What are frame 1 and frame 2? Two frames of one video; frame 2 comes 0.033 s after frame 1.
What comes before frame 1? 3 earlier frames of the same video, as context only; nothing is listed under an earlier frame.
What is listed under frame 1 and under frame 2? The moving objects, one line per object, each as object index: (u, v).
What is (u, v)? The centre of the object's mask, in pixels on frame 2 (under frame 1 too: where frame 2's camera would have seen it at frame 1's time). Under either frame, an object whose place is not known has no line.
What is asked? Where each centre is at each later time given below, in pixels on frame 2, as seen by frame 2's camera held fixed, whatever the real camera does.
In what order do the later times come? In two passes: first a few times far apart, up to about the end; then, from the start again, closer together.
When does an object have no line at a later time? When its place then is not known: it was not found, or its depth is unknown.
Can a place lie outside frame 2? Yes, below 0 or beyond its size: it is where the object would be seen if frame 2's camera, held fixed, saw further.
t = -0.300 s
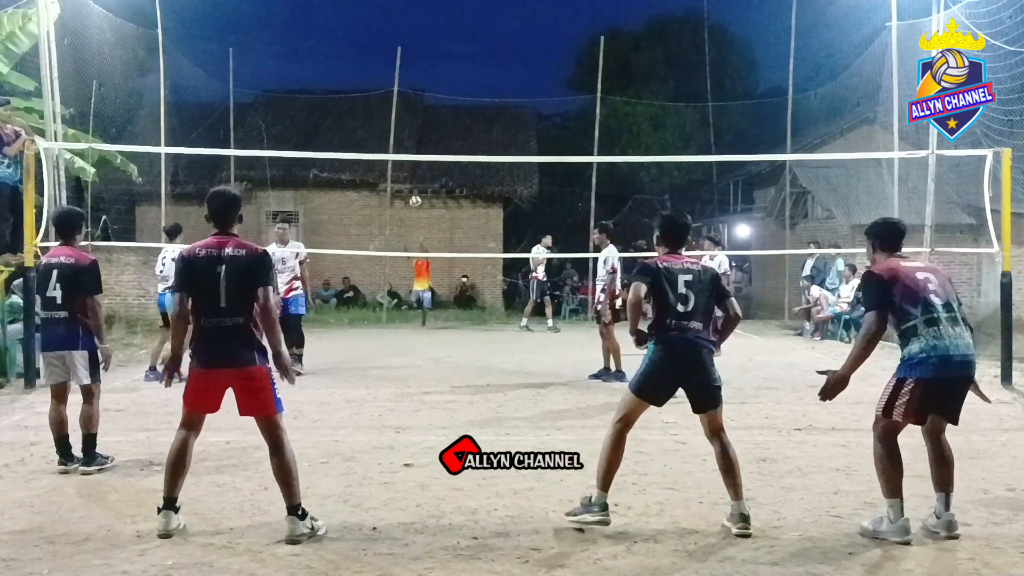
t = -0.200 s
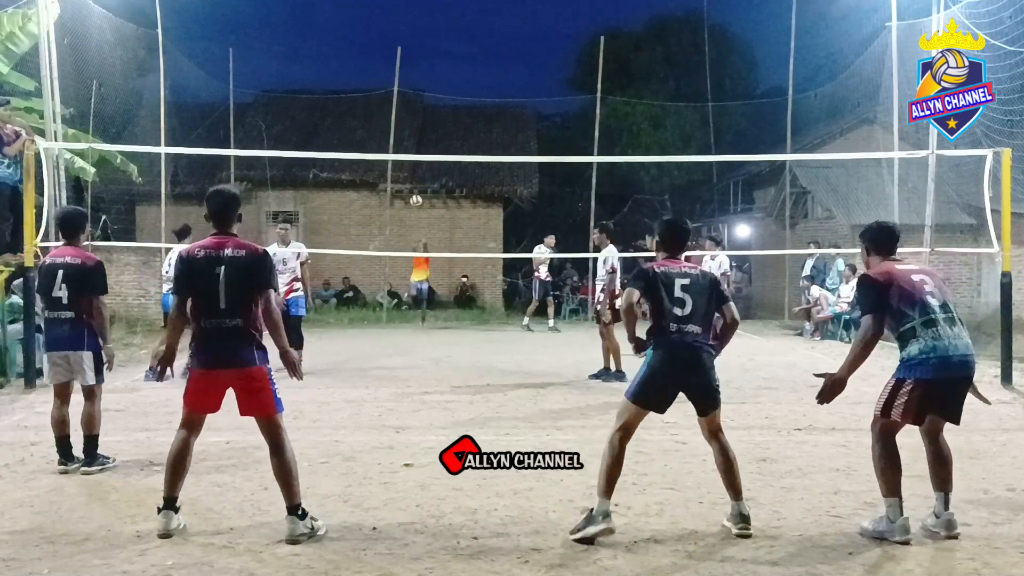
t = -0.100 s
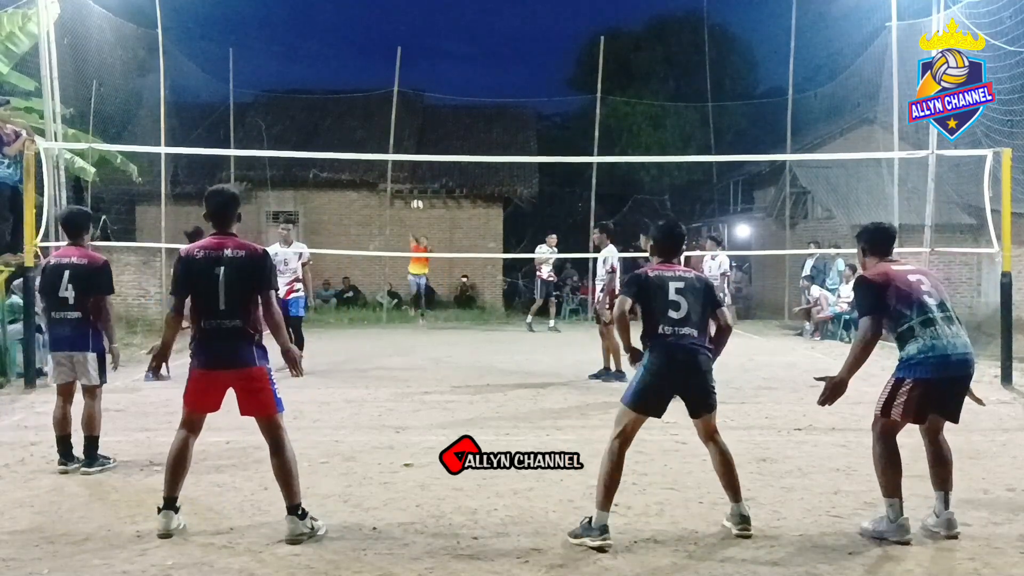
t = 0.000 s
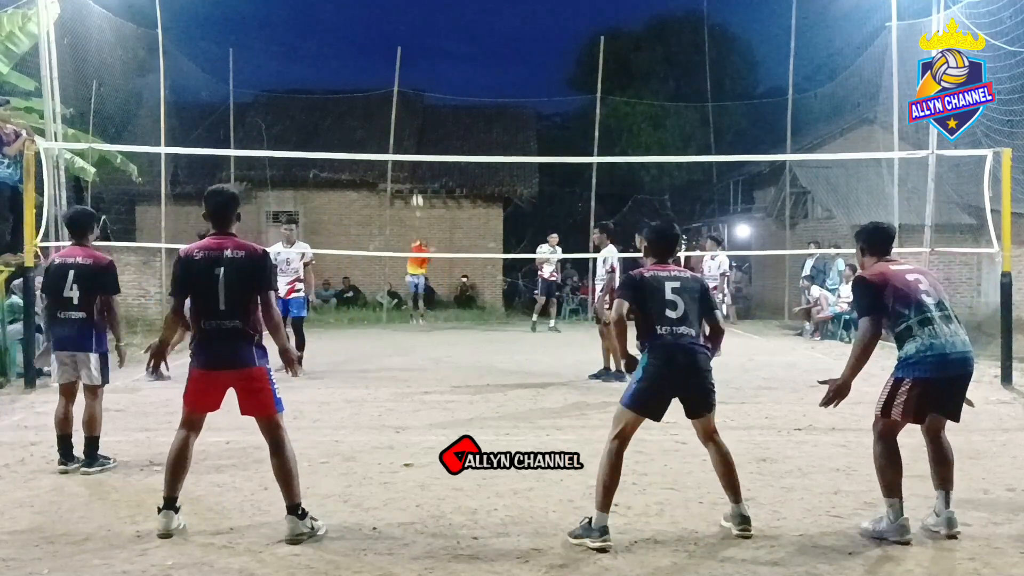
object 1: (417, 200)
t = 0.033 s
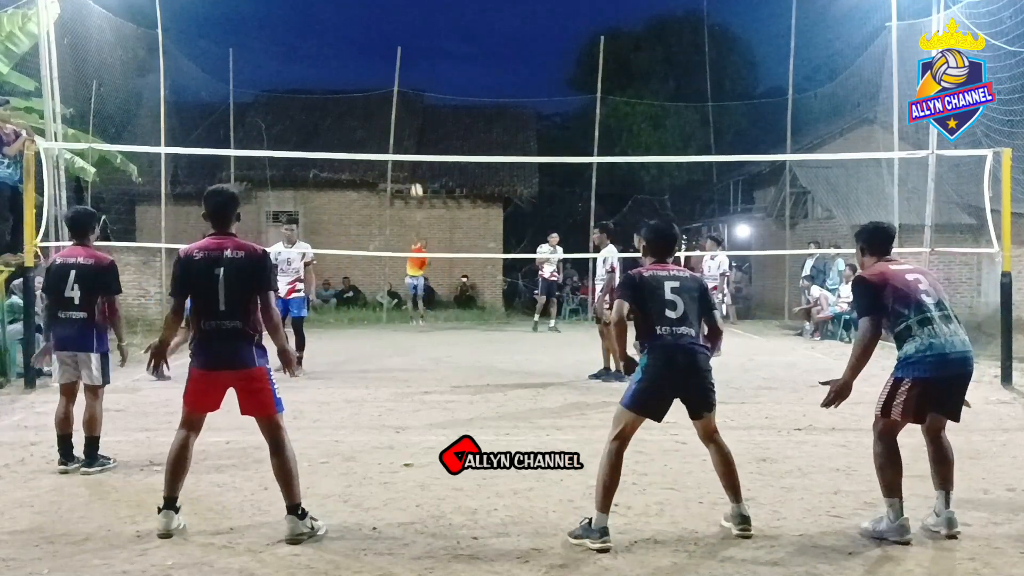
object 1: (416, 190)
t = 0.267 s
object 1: (409, 124)
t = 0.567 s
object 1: (395, 68)
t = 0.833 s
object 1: (382, 56)
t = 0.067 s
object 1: (416, 180)
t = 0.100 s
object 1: (415, 170)
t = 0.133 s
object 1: (413, 164)
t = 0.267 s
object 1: (409, 124)
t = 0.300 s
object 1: (407, 116)
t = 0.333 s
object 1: (406, 109)
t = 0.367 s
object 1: (404, 101)
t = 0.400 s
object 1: (402, 95)
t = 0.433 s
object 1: (401, 89)
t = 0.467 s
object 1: (400, 83)
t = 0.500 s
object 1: (398, 78)
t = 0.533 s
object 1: (397, 73)
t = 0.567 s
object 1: (395, 68)
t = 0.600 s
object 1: (394, 64)
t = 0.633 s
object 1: (393, 61)
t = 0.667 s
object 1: (392, 58)
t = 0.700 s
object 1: (390, 56)
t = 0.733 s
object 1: (389, 54)
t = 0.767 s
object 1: (386, 53)
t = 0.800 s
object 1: (384, 54)
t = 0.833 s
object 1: (382, 56)
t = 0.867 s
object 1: (379, 59)
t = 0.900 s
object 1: (376, 63)
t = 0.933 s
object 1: (372, 69)
